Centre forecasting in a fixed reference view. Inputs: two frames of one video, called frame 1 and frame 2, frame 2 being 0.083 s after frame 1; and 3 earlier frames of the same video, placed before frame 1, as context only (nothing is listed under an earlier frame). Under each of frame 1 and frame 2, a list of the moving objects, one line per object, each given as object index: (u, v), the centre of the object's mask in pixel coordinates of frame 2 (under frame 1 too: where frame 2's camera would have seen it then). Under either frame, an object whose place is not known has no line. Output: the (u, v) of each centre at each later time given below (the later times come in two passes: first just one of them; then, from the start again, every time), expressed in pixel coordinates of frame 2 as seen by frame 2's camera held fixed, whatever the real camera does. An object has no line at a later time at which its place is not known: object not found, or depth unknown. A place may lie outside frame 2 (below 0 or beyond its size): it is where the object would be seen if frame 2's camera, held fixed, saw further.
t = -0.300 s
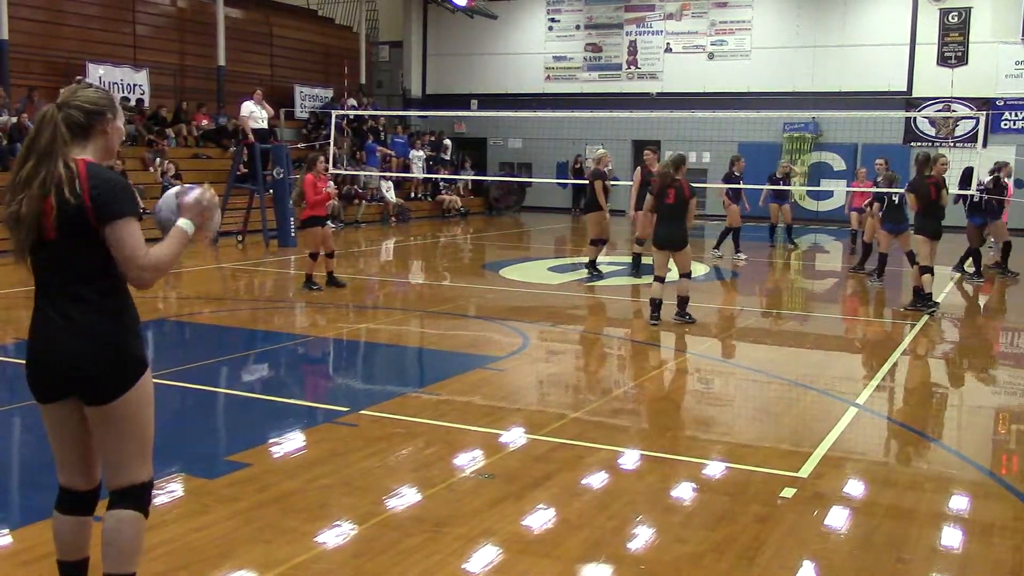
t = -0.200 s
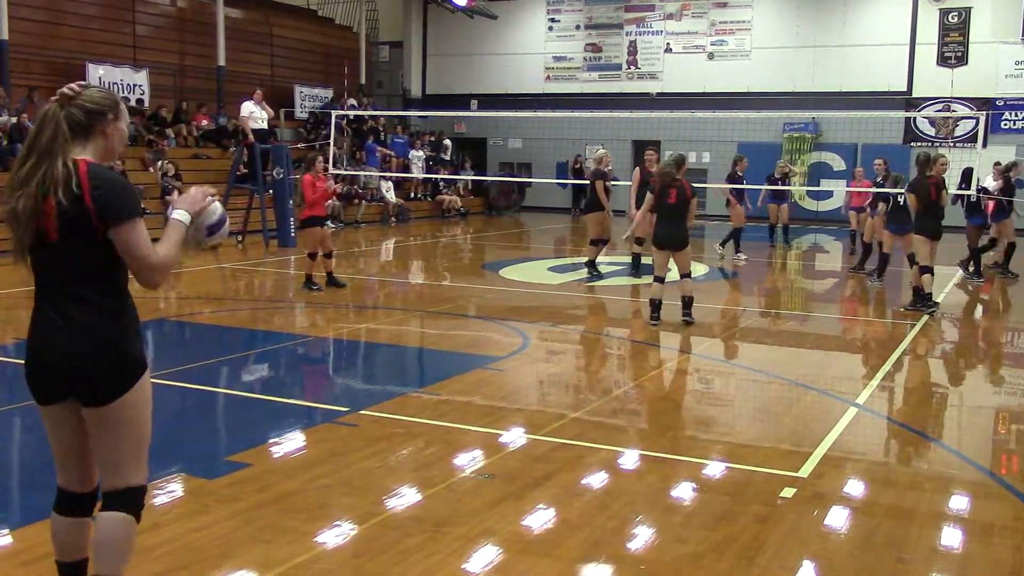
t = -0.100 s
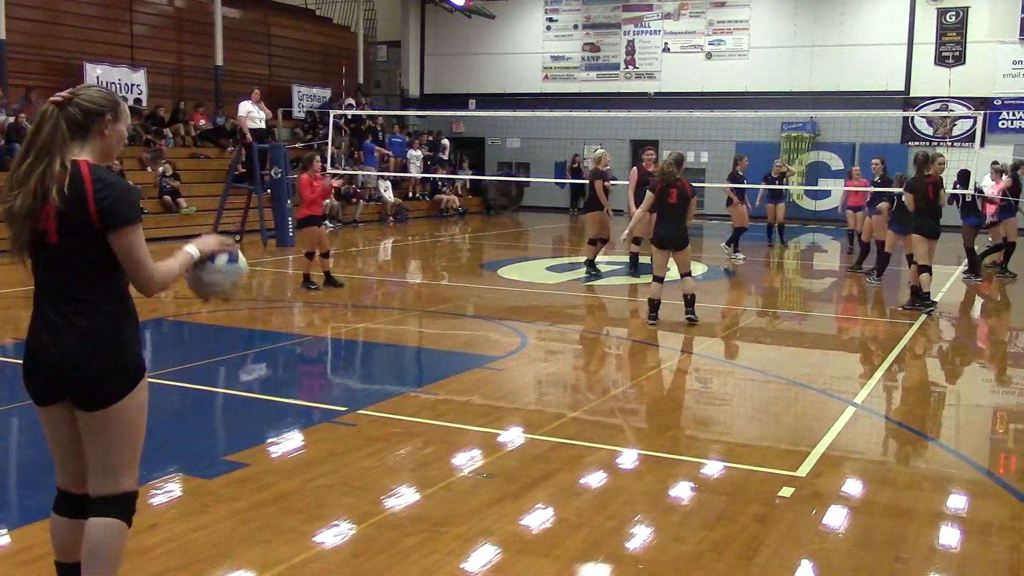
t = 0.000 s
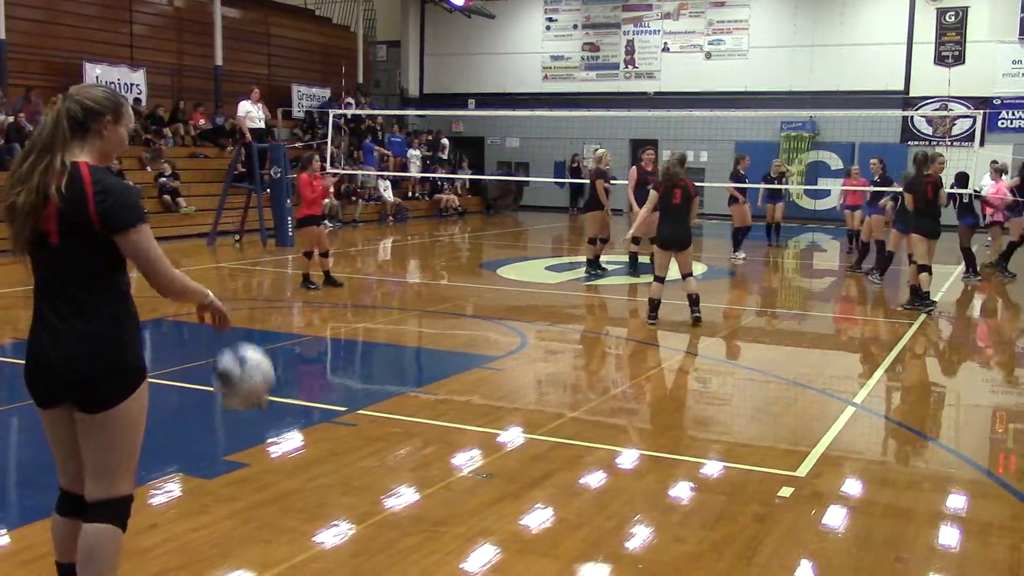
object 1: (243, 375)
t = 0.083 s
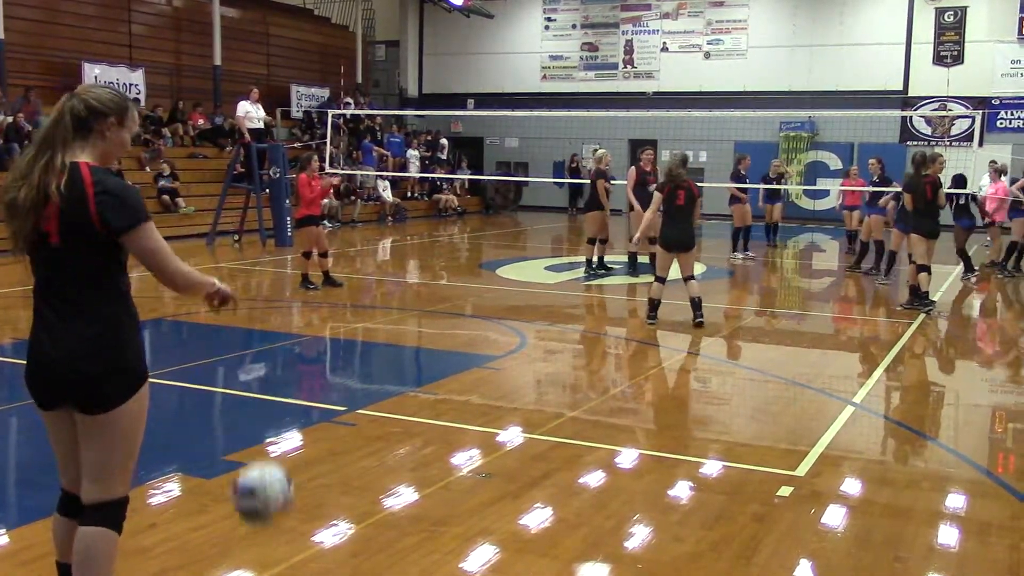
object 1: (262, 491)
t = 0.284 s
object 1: (276, 430)
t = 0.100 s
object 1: (266, 517)
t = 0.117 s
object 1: (270, 544)
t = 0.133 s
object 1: (277, 559)
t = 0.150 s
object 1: (277, 561)
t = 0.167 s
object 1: (276, 551)
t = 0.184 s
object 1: (275, 534)
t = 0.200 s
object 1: (277, 510)
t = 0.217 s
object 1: (277, 492)
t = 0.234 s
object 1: (274, 481)
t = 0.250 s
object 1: (274, 461)
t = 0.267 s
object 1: (275, 446)
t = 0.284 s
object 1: (276, 430)
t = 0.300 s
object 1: (276, 413)
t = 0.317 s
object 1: (276, 401)
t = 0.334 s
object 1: (278, 387)
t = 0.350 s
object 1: (277, 374)
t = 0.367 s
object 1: (276, 362)
